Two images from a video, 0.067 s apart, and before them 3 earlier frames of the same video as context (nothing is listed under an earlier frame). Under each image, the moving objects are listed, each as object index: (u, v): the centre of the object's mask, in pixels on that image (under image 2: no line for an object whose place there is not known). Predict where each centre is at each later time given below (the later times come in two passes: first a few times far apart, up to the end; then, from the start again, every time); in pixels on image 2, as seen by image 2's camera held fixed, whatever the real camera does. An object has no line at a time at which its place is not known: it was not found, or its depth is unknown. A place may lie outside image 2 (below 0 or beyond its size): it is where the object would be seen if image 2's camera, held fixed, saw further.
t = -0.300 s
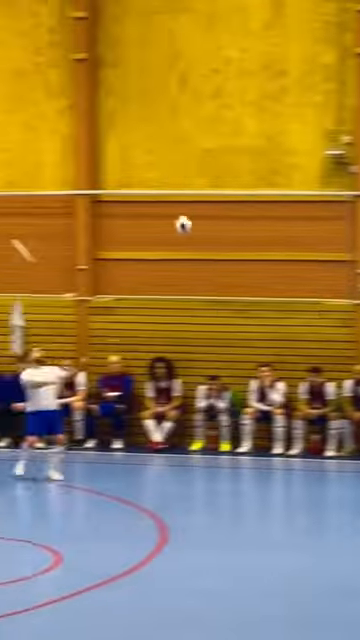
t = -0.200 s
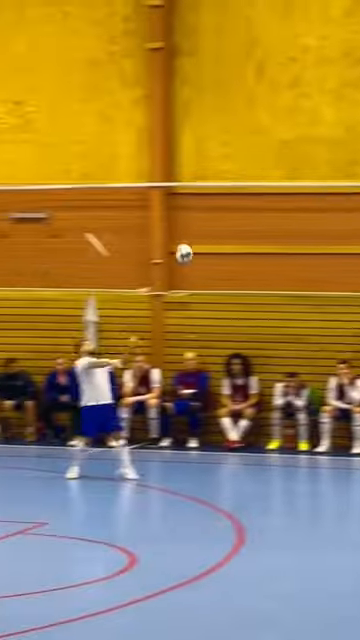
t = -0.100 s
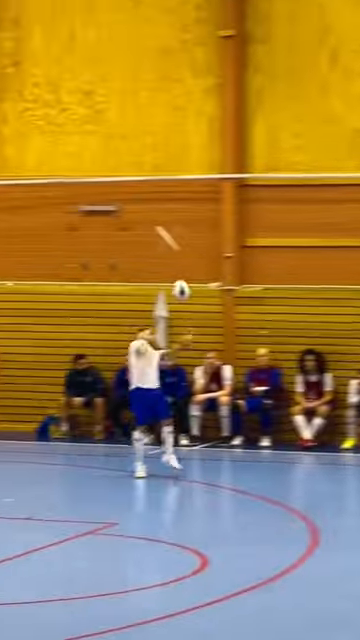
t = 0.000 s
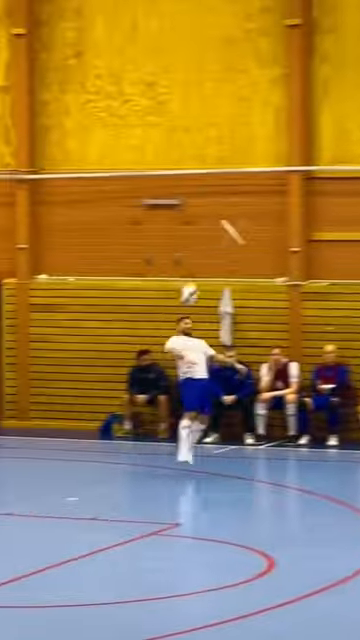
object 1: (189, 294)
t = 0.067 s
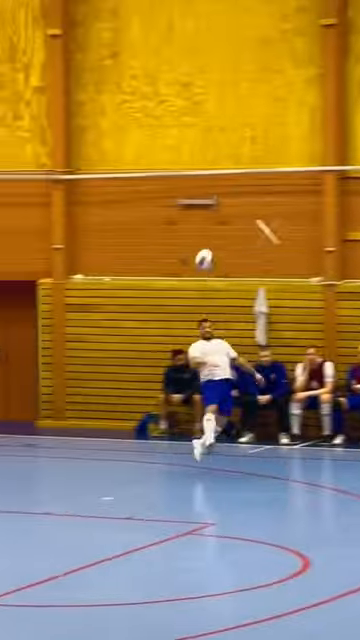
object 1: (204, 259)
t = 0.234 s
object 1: (155, 189)
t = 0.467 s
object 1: (83, 133)
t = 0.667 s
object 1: (22, 125)
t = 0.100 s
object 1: (194, 244)
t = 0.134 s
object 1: (184, 228)
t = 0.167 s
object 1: (174, 215)
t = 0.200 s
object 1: (165, 201)
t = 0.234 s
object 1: (155, 189)
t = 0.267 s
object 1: (145, 179)
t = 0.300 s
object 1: (135, 168)
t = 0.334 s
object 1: (125, 159)
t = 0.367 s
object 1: (115, 151)
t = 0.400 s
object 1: (104, 144)
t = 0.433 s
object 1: (94, 138)
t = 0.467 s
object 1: (83, 133)
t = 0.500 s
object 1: (73, 130)
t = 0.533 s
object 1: (63, 126)
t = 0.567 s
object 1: (52, 123)
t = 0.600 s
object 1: (42, 123)
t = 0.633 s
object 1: (32, 124)
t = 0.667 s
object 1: (22, 125)
